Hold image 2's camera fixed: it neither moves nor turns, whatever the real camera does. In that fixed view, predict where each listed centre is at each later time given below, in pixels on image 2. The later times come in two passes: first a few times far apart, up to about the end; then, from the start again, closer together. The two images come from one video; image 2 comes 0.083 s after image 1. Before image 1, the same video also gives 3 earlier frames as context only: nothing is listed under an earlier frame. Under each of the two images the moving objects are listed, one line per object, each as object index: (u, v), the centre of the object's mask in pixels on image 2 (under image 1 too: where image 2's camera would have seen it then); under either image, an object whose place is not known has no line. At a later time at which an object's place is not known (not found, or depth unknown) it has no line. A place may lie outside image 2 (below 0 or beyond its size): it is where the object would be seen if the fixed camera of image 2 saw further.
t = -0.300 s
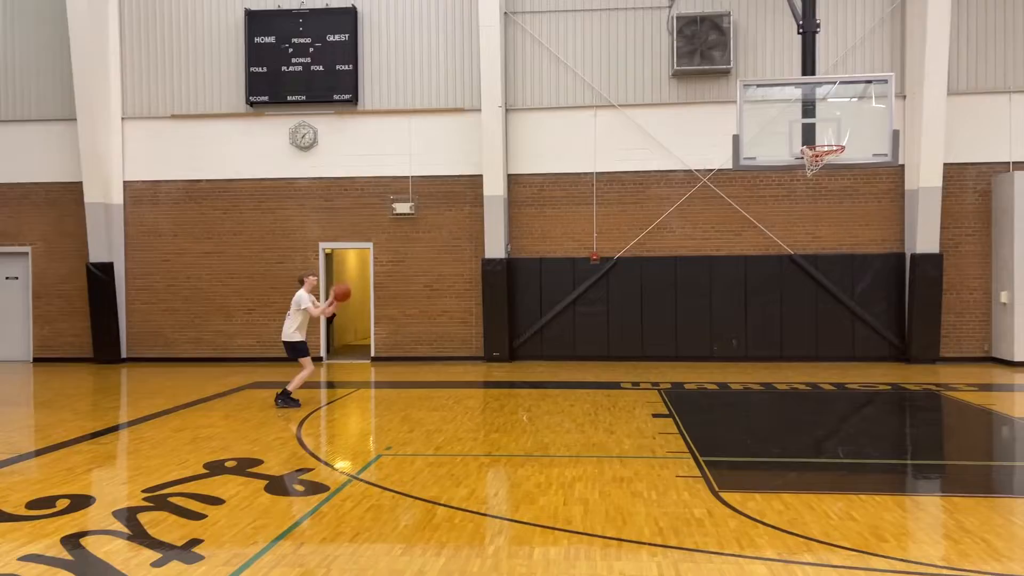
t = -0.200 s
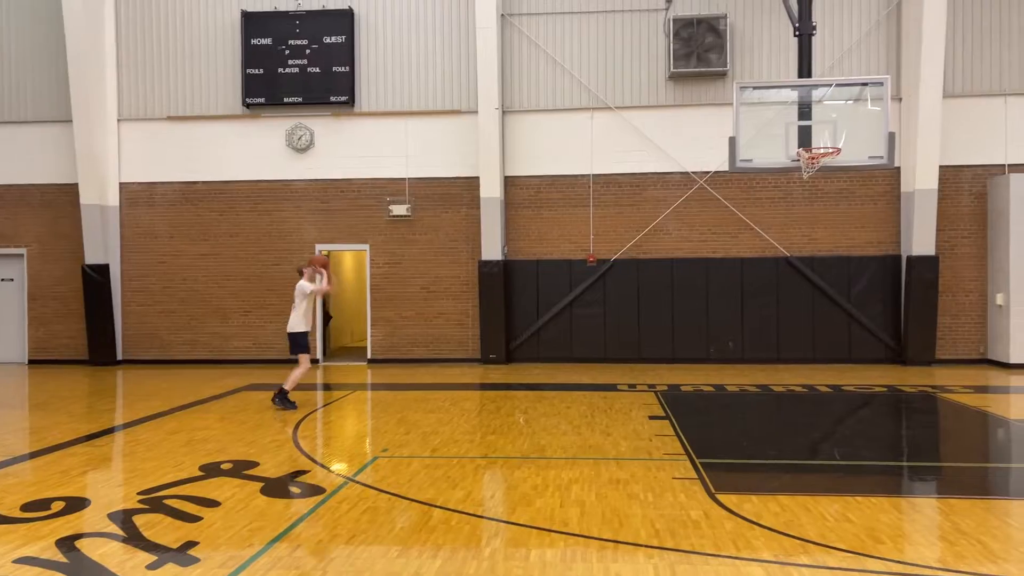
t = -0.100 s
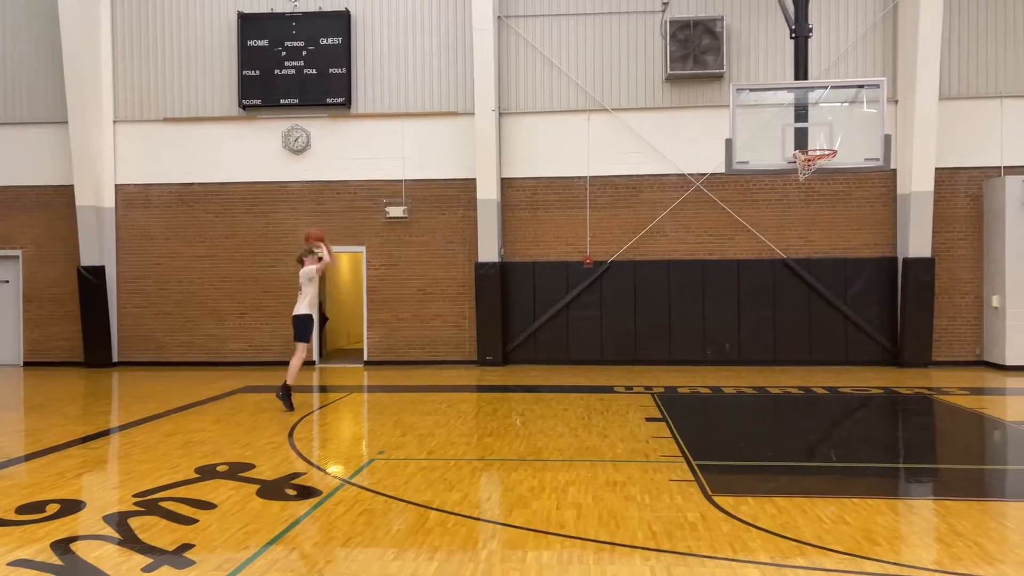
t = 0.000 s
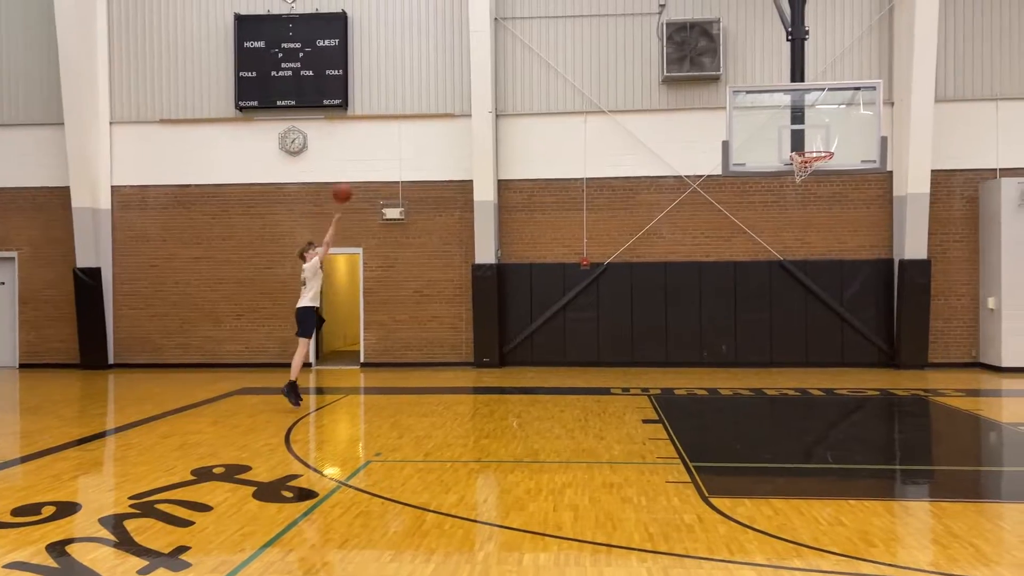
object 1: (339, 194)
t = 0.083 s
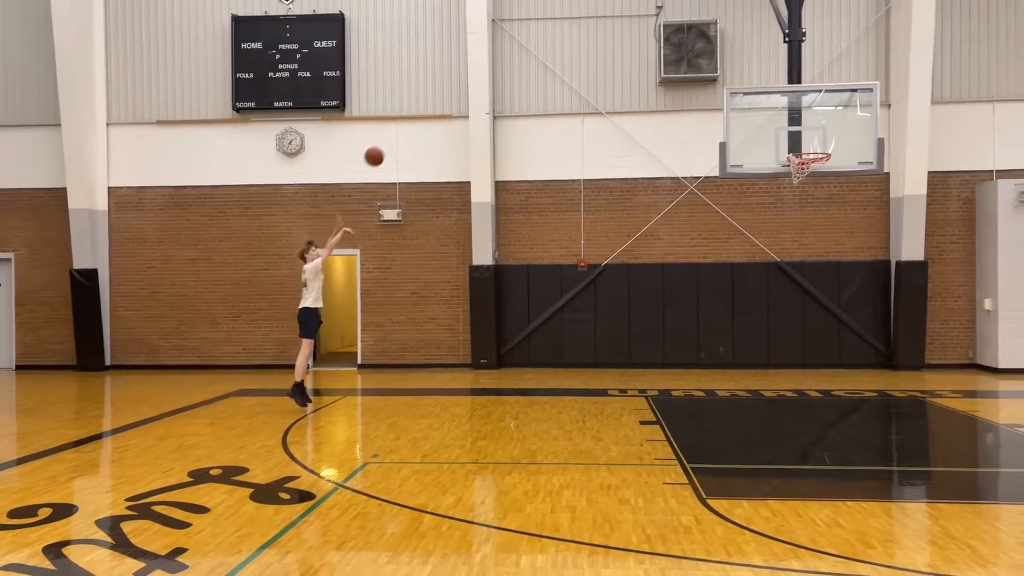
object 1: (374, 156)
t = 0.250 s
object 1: (443, 98)
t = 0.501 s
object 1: (547, 49)
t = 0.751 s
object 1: (650, 51)
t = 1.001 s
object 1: (756, 103)
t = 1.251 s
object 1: (810, 180)
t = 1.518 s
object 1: (777, 267)
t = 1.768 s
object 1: (755, 393)
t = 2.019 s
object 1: (715, 318)
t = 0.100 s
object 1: (381, 149)
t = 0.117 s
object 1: (388, 143)
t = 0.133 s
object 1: (395, 136)
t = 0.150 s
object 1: (402, 130)
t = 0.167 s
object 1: (408, 125)
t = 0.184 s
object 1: (415, 119)
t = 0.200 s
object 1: (422, 113)
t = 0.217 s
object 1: (429, 108)
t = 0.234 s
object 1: (436, 102)
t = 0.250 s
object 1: (443, 98)
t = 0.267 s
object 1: (450, 93)
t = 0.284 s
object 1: (457, 88)
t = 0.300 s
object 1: (464, 84)
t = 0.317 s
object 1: (471, 80)
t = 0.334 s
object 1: (478, 76)
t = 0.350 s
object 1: (485, 72)
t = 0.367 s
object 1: (492, 69)
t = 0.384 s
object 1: (499, 66)
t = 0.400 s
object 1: (505, 63)
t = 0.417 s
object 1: (512, 60)
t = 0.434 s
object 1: (519, 57)
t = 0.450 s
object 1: (526, 55)
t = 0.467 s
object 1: (533, 53)
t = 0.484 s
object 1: (540, 51)
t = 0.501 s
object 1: (547, 49)
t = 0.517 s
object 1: (554, 48)
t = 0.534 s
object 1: (560, 47)
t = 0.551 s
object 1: (567, 46)
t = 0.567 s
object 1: (574, 45)
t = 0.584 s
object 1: (581, 44)
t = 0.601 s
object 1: (588, 44)
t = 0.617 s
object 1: (595, 44)
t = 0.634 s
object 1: (602, 44)
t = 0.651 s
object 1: (609, 44)
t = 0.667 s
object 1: (616, 45)
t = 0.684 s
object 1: (623, 46)
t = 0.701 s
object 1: (630, 47)
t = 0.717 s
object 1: (637, 48)
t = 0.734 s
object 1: (644, 49)
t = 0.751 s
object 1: (650, 51)
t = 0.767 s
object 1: (657, 53)
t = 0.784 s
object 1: (663, 55)
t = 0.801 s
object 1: (671, 57)
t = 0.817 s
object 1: (679, 60)
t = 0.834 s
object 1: (685, 63)
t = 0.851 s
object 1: (691, 65)
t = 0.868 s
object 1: (698, 69)
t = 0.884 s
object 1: (706, 72)
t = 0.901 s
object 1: (713, 76)
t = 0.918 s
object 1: (722, 80)
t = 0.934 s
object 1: (728, 84)
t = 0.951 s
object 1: (734, 88)
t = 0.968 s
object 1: (741, 93)
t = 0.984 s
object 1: (749, 98)
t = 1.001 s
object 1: (756, 103)
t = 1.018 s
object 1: (762, 108)
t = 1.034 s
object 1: (769, 113)
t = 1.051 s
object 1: (776, 119)
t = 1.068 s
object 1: (783, 125)
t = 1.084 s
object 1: (790, 131)
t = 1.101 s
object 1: (797, 137)
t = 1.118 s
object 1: (804, 144)
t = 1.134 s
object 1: (812, 147)
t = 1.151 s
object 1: (819, 158)
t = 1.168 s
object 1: (820, 163)
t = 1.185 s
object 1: (818, 165)
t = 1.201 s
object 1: (816, 171)
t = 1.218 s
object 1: (813, 174)
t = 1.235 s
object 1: (812, 178)
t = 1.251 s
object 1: (810, 180)
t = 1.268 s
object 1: (809, 183)
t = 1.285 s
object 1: (806, 184)
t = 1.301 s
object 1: (804, 198)
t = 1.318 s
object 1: (802, 199)
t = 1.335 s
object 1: (798, 203)
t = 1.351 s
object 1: (797, 208)
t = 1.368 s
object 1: (795, 213)
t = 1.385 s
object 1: (793, 219)
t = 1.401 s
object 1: (790, 223)
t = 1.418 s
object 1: (789, 229)
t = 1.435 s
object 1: (788, 231)
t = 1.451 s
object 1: (785, 244)
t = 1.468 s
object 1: (783, 249)
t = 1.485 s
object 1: (780, 255)
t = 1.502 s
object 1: (779, 261)
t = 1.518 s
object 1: (777, 267)
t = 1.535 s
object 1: (776, 273)
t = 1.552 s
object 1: (775, 281)
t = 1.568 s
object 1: (773, 288)
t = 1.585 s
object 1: (772, 295)
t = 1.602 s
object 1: (770, 303)
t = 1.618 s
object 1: (768, 311)
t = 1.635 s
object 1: (767, 319)
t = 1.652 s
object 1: (765, 328)
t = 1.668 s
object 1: (763, 336)
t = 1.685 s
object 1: (762, 345)
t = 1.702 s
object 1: (760, 354)
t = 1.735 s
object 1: (758, 373)
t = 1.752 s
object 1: (756, 385)
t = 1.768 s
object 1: (755, 393)
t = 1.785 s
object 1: (754, 402)
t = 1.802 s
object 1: (751, 395)
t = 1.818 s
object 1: (747, 388)
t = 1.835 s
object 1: (745, 381)
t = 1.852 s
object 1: (742, 374)
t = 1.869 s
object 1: (739, 367)
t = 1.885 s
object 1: (737, 361)
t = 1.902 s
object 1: (734, 354)
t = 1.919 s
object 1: (731, 348)
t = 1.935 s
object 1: (728, 343)
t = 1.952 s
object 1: (726, 338)
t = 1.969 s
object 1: (723, 332)
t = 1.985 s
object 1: (721, 327)
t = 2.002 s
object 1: (718, 322)
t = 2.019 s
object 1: (715, 318)
